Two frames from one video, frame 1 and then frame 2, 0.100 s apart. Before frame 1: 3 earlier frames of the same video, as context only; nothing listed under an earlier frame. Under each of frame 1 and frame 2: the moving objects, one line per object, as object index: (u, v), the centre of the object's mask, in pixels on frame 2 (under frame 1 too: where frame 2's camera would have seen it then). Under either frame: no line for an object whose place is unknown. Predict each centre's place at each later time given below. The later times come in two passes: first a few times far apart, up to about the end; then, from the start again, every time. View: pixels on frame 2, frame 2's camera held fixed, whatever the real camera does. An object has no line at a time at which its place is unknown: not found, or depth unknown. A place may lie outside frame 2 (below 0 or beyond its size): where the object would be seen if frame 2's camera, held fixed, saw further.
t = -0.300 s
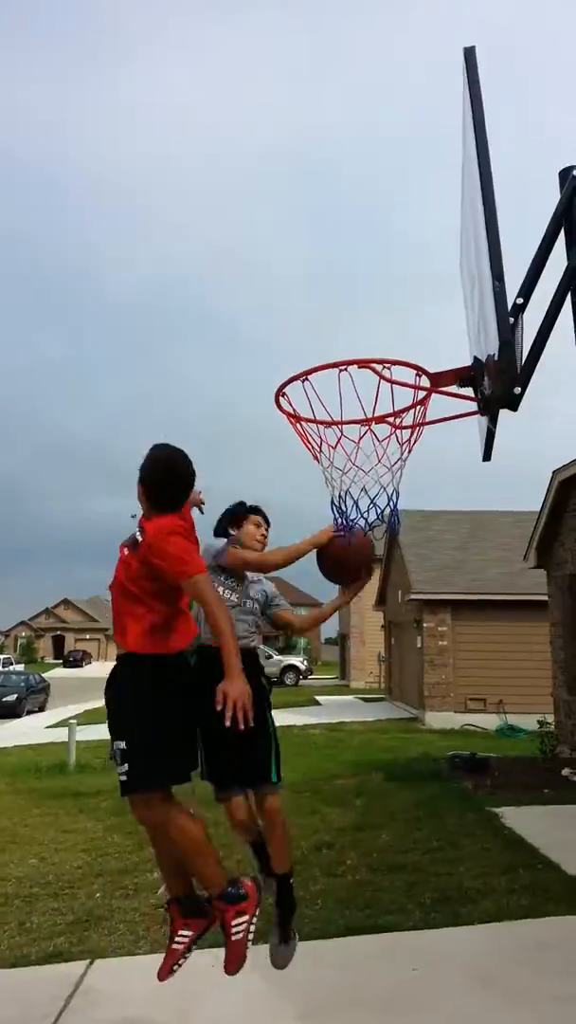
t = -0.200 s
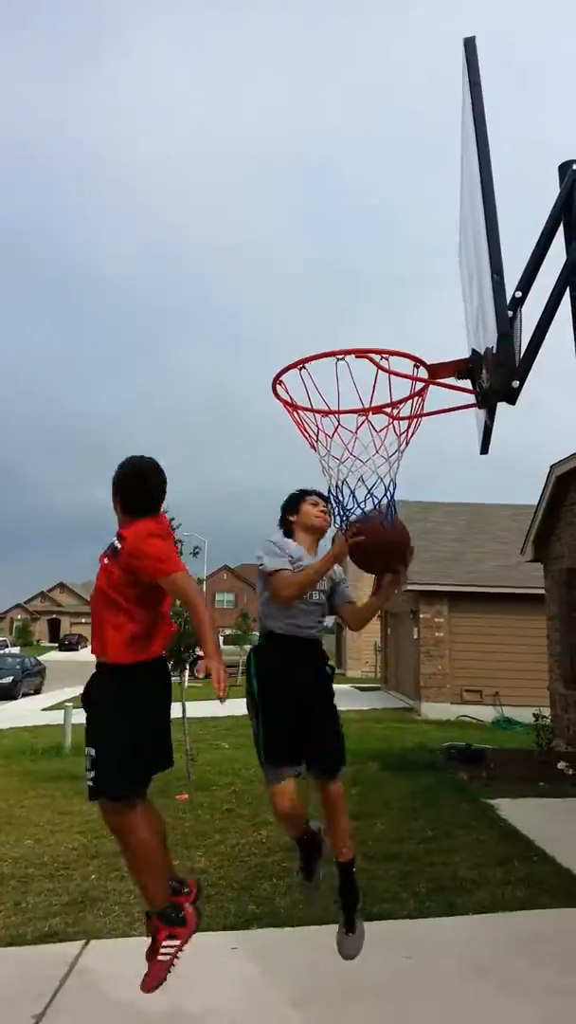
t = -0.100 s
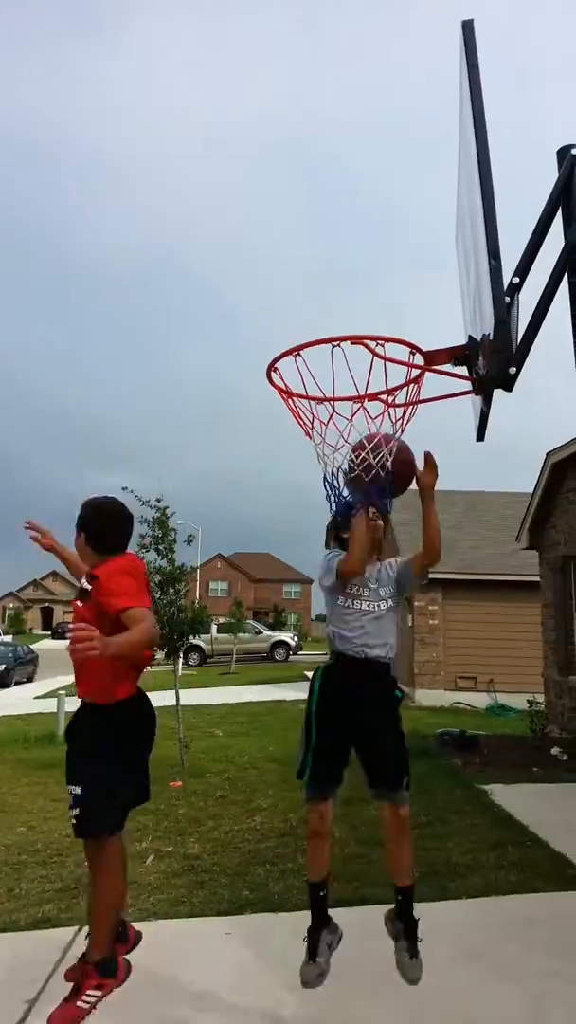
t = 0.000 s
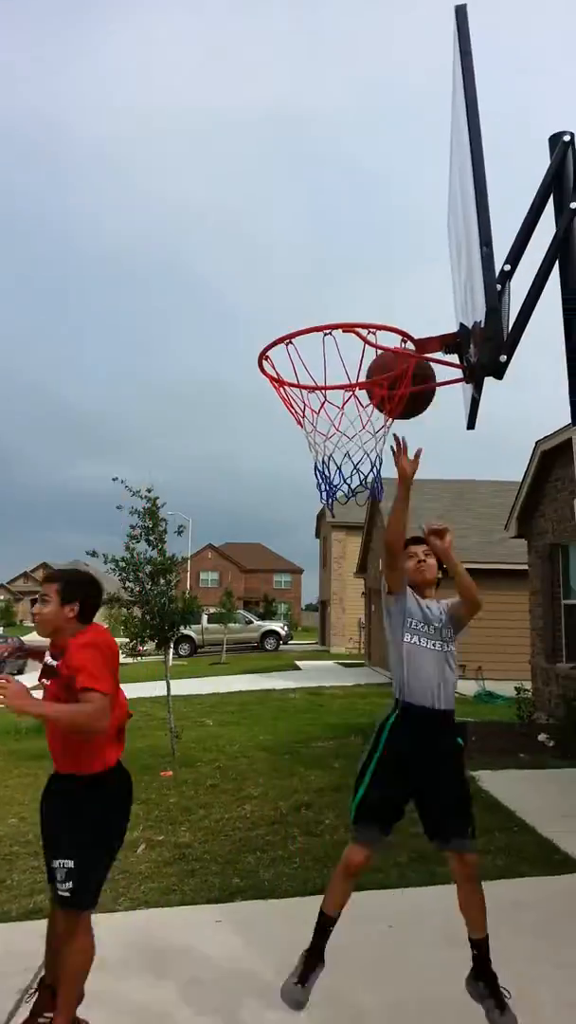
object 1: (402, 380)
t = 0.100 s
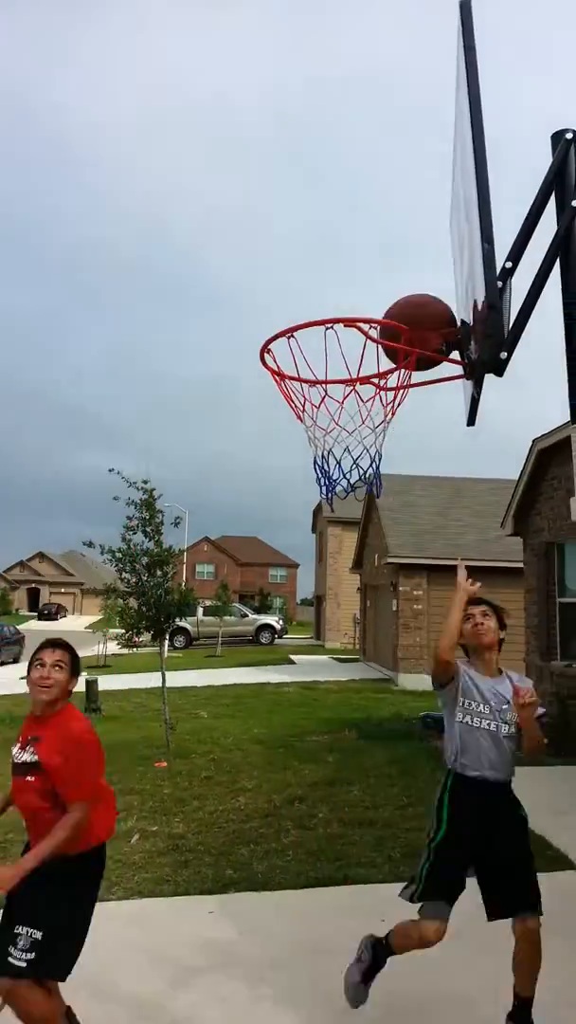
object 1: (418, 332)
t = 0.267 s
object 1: (387, 325)
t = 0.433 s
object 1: (359, 336)
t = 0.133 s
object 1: (409, 328)
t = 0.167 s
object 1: (403, 324)
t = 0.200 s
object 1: (399, 324)
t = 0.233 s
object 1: (394, 325)
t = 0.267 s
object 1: (387, 325)
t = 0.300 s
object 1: (380, 330)
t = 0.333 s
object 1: (374, 332)
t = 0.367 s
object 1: (369, 330)
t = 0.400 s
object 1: (363, 333)
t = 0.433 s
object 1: (359, 336)
